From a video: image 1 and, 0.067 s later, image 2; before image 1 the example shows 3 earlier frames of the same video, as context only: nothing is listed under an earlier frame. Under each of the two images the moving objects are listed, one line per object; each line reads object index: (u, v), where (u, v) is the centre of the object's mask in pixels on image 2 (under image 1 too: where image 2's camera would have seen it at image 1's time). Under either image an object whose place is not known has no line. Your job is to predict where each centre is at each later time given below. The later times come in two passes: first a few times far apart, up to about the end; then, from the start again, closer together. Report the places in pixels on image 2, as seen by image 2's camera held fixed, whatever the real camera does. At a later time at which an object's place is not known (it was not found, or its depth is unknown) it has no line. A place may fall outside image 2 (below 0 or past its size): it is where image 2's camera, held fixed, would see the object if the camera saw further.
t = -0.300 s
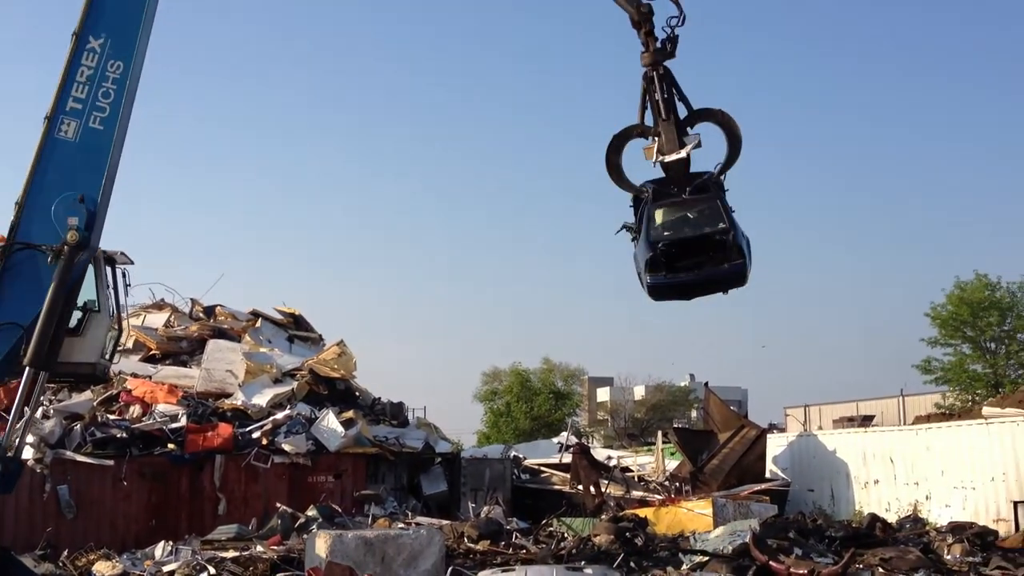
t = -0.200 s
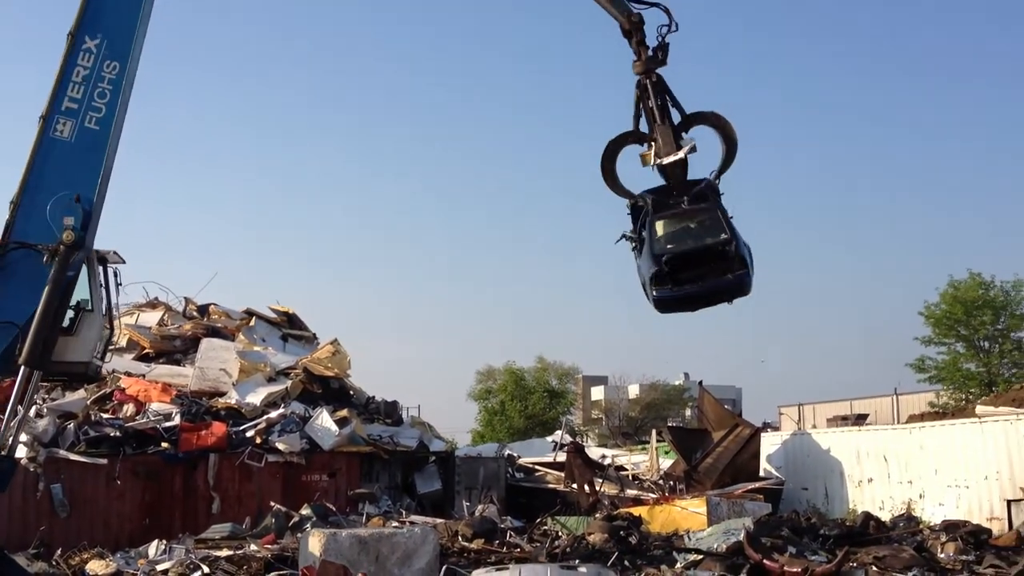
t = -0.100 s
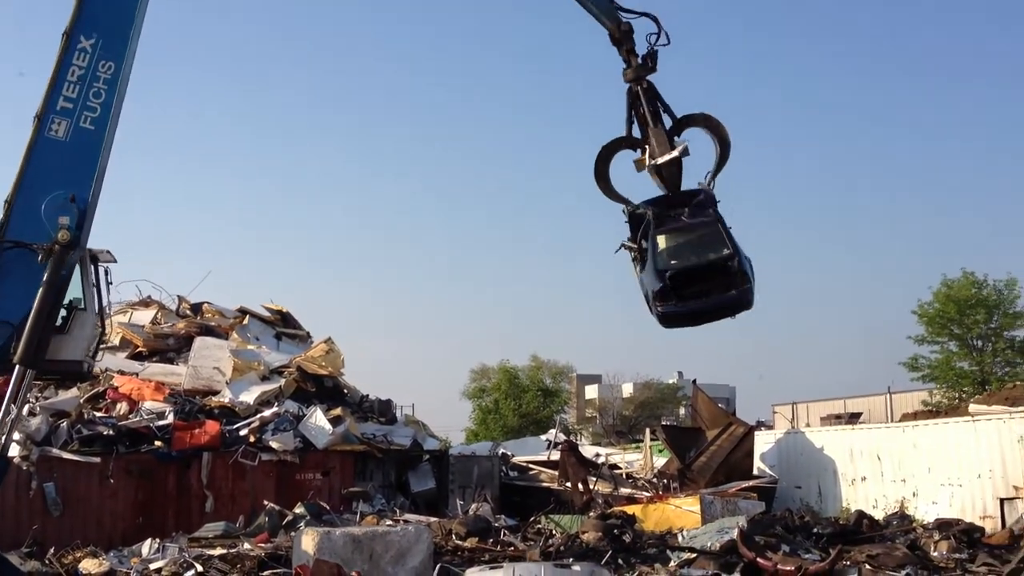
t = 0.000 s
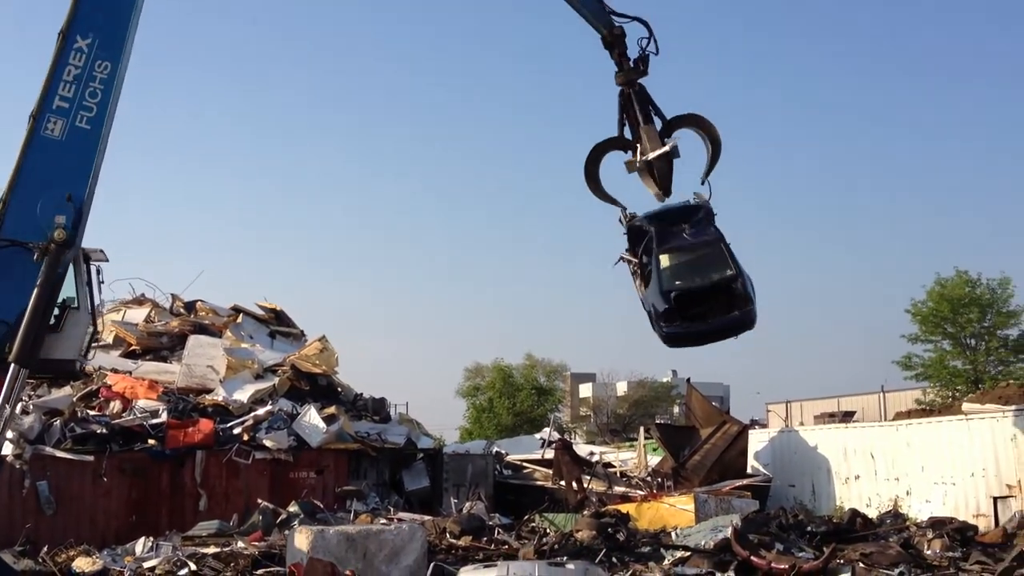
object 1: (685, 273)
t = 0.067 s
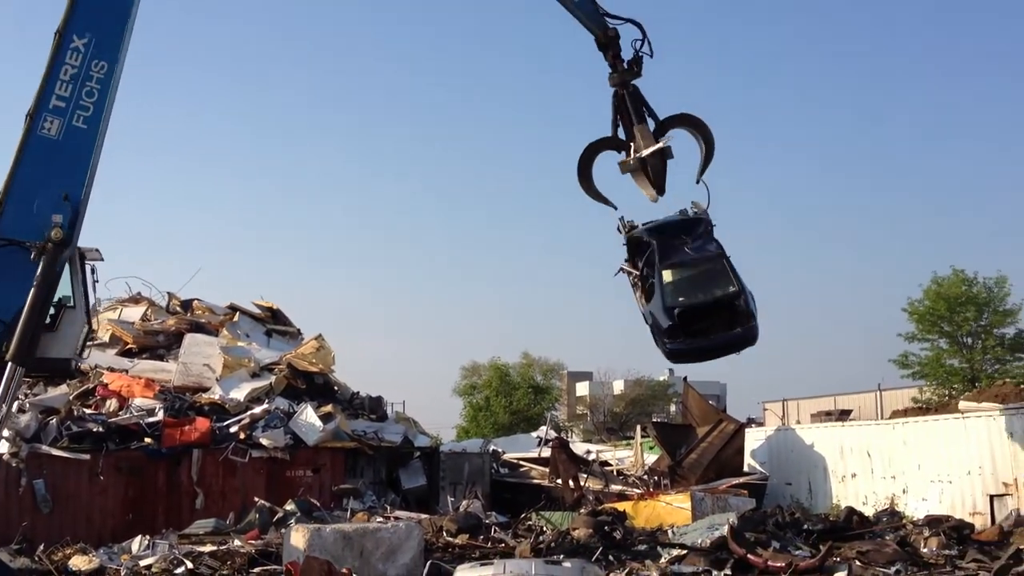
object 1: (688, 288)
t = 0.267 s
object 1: (699, 343)
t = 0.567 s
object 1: (714, 452)
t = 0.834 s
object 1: (713, 488)
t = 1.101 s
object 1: (712, 492)
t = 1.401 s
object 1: (709, 494)
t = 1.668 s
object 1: (707, 494)
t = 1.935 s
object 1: (705, 494)
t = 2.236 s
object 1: (705, 493)
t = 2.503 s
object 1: (705, 493)
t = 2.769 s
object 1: (705, 493)
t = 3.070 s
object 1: (704, 493)
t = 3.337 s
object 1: (704, 493)
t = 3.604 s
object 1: (704, 493)
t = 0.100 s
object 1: (690, 295)
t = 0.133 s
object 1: (692, 304)
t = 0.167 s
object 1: (693, 313)
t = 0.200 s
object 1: (695, 322)
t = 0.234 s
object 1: (697, 332)
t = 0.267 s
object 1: (699, 343)
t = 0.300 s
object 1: (701, 354)
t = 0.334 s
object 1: (703, 366)
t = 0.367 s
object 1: (705, 378)
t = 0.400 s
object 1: (707, 391)
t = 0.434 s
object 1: (709, 405)
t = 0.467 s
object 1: (711, 419)
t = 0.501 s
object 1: (713, 432)
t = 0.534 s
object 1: (713, 442)
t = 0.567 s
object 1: (714, 452)
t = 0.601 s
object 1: (716, 460)
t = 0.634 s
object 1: (716, 466)
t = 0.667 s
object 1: (717, 475)
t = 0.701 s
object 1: (716, 479)
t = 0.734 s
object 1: (716, 482)
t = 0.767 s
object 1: (715, 485)
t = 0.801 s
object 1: (715, 488)
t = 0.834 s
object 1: (713, 488)
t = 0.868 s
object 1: (713, 490)
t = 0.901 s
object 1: (712, 491)
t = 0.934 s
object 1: (712, 492)
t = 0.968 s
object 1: (712, 492)
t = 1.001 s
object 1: (712, 492)
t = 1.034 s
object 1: (713, 492)
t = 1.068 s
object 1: (712, 492)
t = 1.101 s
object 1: (712, 492)
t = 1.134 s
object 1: (712, 493)
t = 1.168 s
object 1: (712, 493)
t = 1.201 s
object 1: (710, 492)
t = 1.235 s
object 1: (709, 492)
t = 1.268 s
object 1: (709, 492)
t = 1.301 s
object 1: (709, 492)
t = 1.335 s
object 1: (709, 494)
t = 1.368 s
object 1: (709, 494)
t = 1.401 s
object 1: (709, 494)
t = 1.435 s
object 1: (708, 494)
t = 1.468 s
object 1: (707, 494)
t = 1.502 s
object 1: (708, 494)
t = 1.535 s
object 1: (707, 494)
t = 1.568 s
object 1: (707, 494)
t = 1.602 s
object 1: (708, 494)
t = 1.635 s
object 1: (707, 494)
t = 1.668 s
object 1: (707, 494)
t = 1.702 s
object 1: (707, 494)
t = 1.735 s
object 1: (708, 494)
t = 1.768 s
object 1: (706, 494)
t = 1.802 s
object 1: (706, 494)
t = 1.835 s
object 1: (706, 493)
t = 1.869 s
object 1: (706, 494)
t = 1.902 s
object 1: (706, 494)
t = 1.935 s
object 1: (705, 494)
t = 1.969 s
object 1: (705, 493)
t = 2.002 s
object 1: (706, 494)
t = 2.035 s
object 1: (705, 494)
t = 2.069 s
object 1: (705, 494)
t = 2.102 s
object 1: (705, 493)
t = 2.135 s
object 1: (705, 493)
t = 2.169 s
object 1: (705, 493)
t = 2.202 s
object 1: (705, 493)
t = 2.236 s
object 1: (705, 493)
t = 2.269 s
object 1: (705, 493)
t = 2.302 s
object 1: (705, 494)
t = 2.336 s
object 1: (705, 493)
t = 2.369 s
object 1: (705, 494)
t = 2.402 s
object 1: (705, 494)
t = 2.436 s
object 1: (705, 493)
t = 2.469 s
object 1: (705, 493)
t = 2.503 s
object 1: (705, 493)
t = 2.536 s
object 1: (705, 493)
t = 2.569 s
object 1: (705, 493)
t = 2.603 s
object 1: (705, 493)
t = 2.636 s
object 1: (705, 493)
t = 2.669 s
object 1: (704, 493)
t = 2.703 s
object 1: (705, 493)
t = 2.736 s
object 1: (705, 493)
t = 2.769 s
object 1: (705, 493)
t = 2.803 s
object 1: (705, 493)
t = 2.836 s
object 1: (705, 493)
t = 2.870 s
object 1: (705, 493)
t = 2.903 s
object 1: (705, 493)
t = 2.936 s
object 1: (705, 493)
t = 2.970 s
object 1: (705, 493)
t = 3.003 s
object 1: (704, 493)
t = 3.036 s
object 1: (704, 494)
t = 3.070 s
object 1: (704, 493)
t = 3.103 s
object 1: (705, 494)
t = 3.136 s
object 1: (704, 493)
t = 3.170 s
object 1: (704, 493)
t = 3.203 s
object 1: (704, 494)
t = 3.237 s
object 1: (704, 494)
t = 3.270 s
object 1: (704, 494)
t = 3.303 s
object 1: (704, 494)
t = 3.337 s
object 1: (704, 493)
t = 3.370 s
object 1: (704, 493)
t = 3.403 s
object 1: (704, 494)
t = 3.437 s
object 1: (704, 493)
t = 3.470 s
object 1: (704, 494)
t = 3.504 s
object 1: (704, 494)
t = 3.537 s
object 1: (704, 493)
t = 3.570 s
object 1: (704, 493)
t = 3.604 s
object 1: (704, 493)
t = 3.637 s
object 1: (704, 493)
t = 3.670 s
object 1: (703, 493)
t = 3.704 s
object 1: (703, 493)
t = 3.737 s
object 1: (704, 493)
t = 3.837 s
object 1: (703, 493)
